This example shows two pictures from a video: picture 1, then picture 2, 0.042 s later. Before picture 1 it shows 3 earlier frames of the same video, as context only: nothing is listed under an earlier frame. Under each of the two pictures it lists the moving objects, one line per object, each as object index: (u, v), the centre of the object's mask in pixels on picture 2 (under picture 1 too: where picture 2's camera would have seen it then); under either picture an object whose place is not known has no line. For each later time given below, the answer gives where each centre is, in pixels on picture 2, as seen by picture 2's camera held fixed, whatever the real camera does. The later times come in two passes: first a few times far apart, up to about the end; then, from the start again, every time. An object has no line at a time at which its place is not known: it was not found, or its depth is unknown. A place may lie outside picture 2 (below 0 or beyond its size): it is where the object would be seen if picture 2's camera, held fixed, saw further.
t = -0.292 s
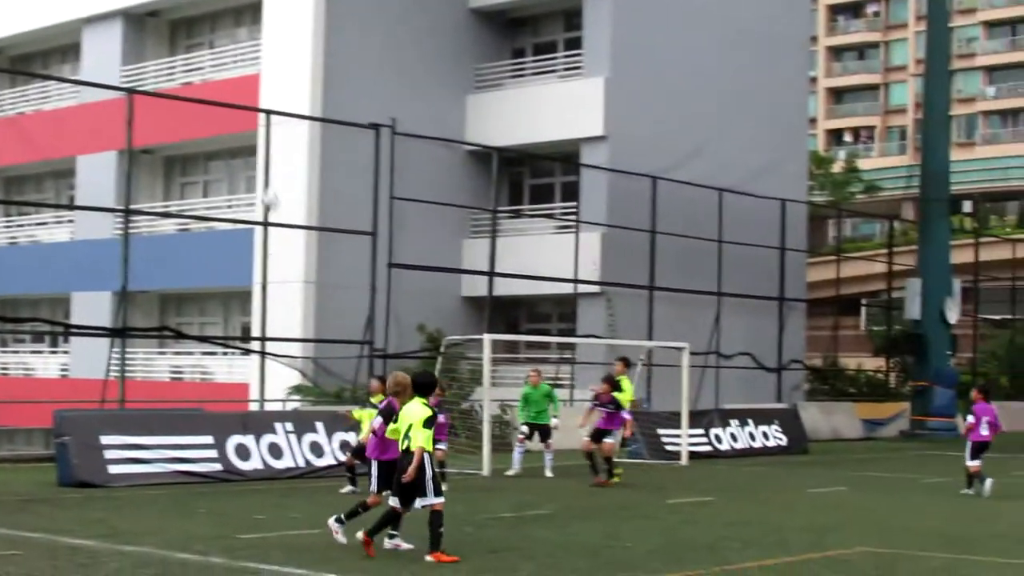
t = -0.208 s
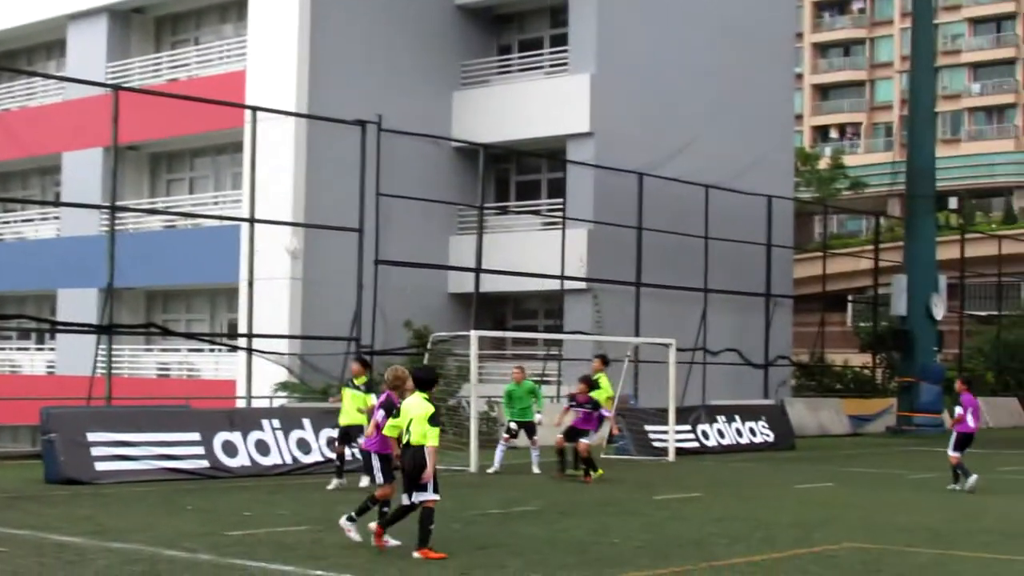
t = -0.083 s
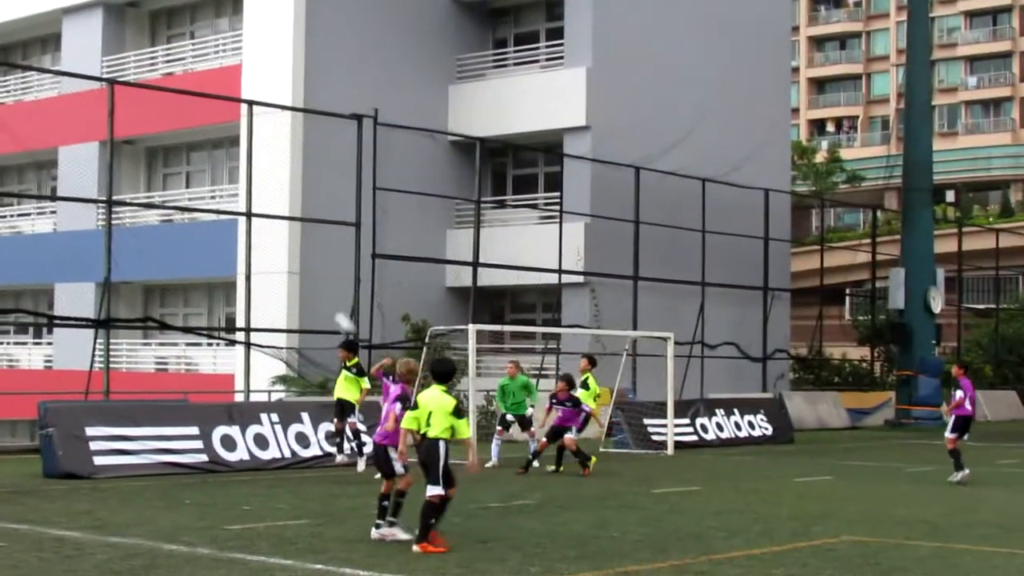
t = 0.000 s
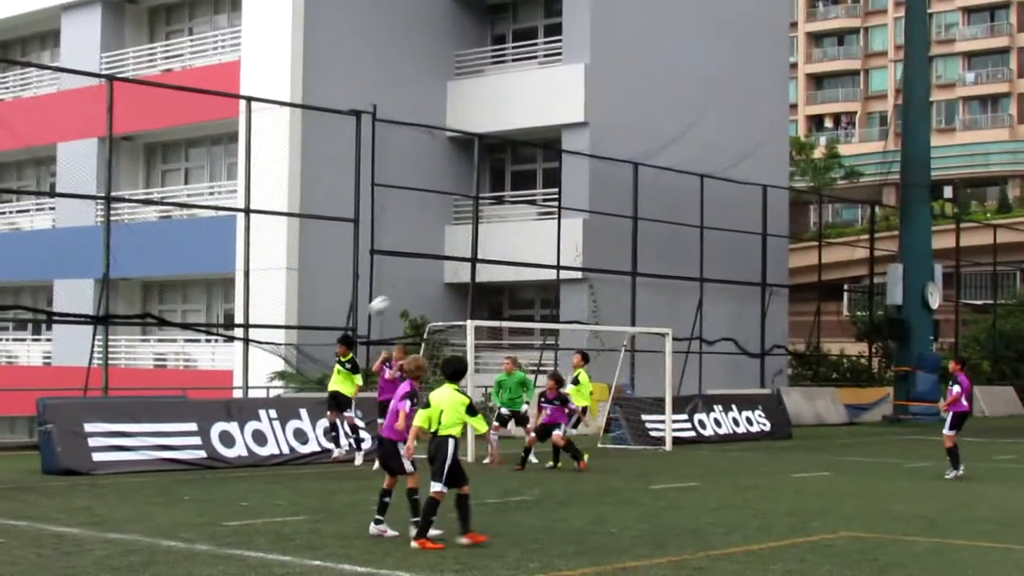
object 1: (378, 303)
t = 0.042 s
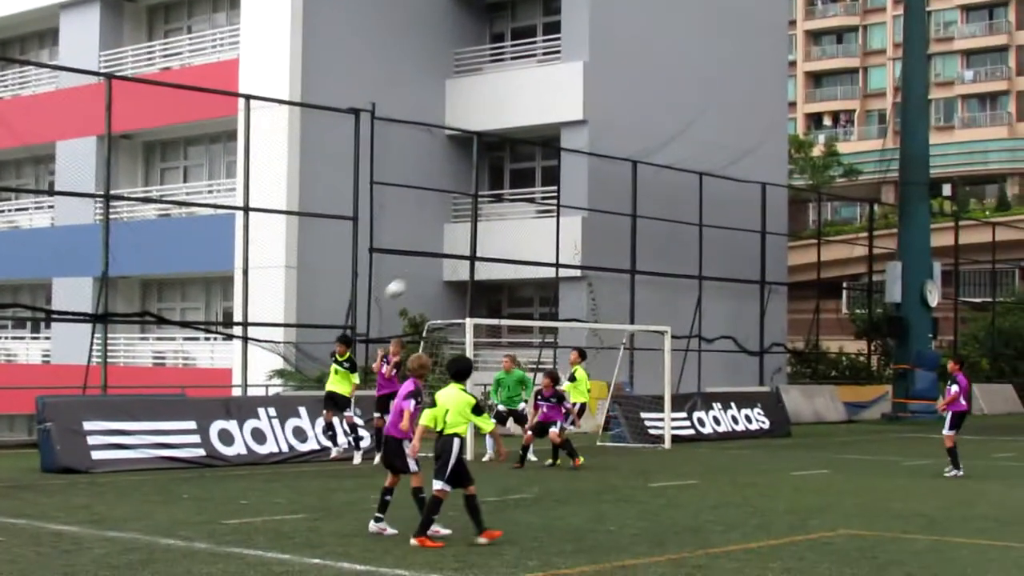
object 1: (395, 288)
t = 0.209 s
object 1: (465, 245)
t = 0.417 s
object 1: (552, 224)
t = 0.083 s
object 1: (413, 275)
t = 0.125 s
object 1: (430, 263)
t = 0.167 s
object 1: (447, 254)
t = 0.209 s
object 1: (465, 245)
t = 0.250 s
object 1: (483, 238)
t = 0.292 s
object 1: (500, 233)
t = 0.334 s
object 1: (517, 229)
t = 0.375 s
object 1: (535, 226)
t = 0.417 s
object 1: (552, 224)
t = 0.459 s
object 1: (569, 224)
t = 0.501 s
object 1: (588, 225)
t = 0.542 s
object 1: (603, 227)
